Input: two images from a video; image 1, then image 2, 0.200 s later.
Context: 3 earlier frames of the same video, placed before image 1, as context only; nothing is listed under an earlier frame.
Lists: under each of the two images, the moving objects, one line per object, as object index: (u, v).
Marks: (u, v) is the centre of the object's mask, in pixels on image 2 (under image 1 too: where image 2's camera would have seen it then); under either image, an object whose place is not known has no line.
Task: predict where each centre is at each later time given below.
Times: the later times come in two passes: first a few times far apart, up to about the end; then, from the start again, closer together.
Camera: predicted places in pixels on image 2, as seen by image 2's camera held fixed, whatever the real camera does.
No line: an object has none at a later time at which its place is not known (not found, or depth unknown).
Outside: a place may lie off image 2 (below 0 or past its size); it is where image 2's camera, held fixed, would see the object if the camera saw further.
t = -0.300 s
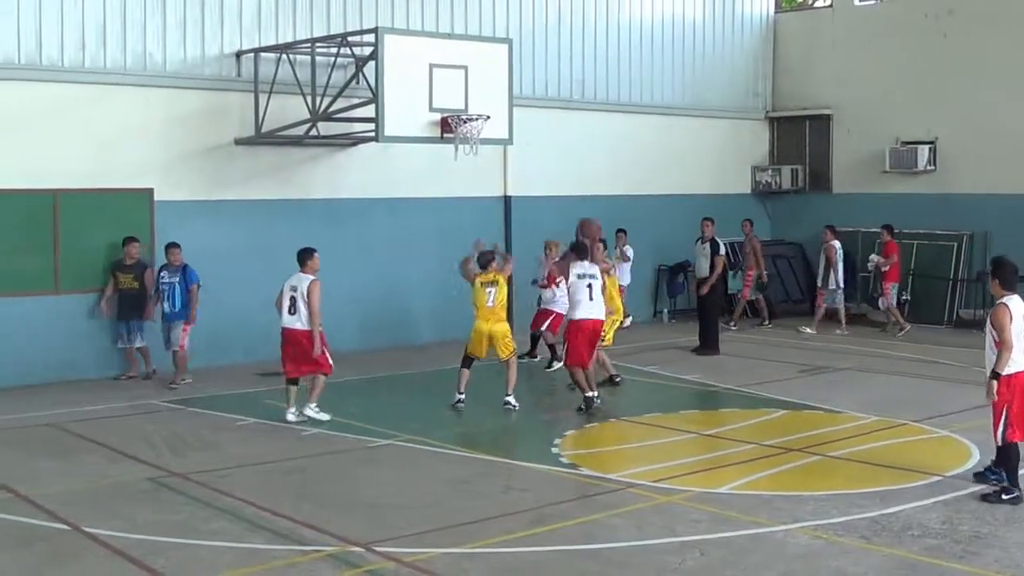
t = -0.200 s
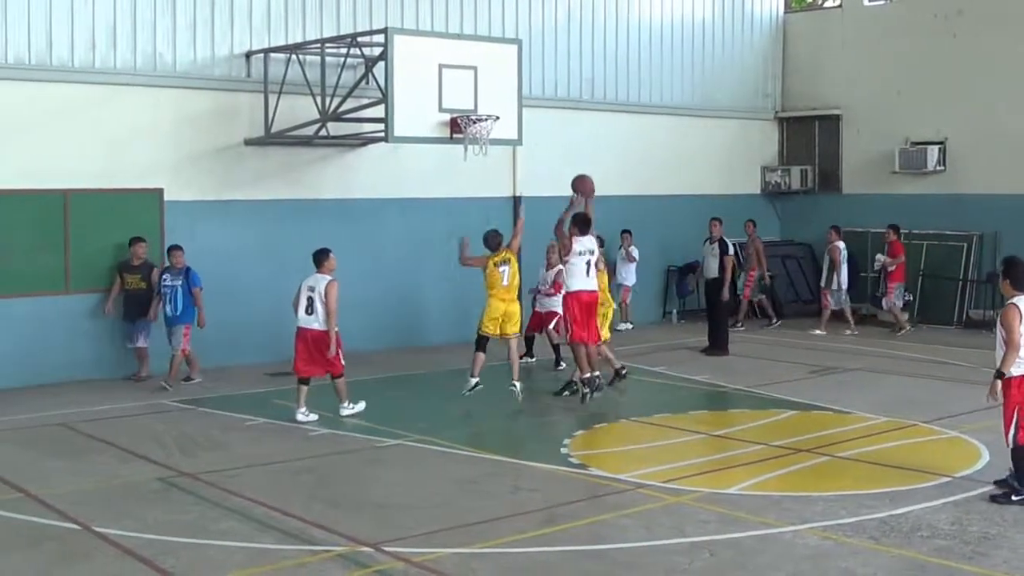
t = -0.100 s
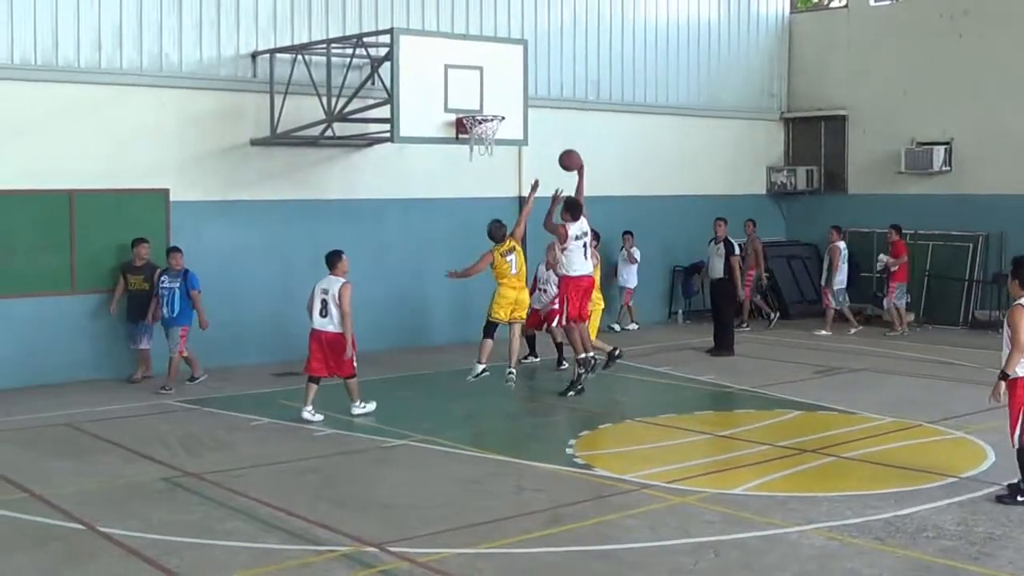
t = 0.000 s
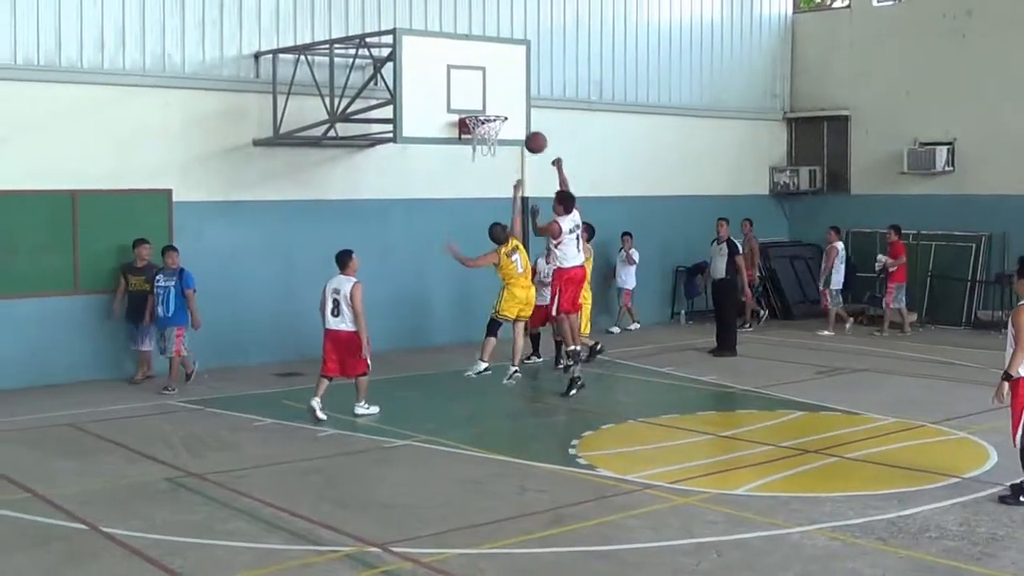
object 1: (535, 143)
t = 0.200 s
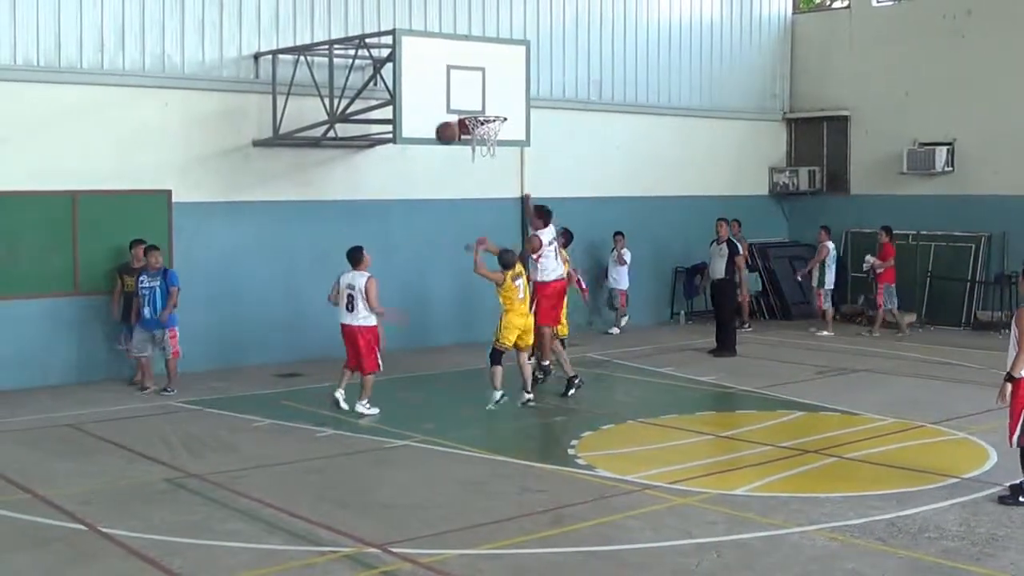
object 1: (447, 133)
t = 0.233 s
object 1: (431, 135)
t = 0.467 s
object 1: (325, 180)
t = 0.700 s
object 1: (220, 278)
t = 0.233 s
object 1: (431, 135)
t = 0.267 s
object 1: (416, 138)
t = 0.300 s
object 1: (401, 142)
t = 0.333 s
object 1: (386, 148)
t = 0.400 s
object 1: (355, 162)
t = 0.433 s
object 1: (340, 170)
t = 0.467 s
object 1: (325, 180)
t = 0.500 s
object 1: (310, 190)
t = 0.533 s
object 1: (295, 202)
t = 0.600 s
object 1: (264, 229)
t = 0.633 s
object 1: (250, 244)
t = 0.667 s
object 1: (235, 261)
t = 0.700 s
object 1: (220, 278)
